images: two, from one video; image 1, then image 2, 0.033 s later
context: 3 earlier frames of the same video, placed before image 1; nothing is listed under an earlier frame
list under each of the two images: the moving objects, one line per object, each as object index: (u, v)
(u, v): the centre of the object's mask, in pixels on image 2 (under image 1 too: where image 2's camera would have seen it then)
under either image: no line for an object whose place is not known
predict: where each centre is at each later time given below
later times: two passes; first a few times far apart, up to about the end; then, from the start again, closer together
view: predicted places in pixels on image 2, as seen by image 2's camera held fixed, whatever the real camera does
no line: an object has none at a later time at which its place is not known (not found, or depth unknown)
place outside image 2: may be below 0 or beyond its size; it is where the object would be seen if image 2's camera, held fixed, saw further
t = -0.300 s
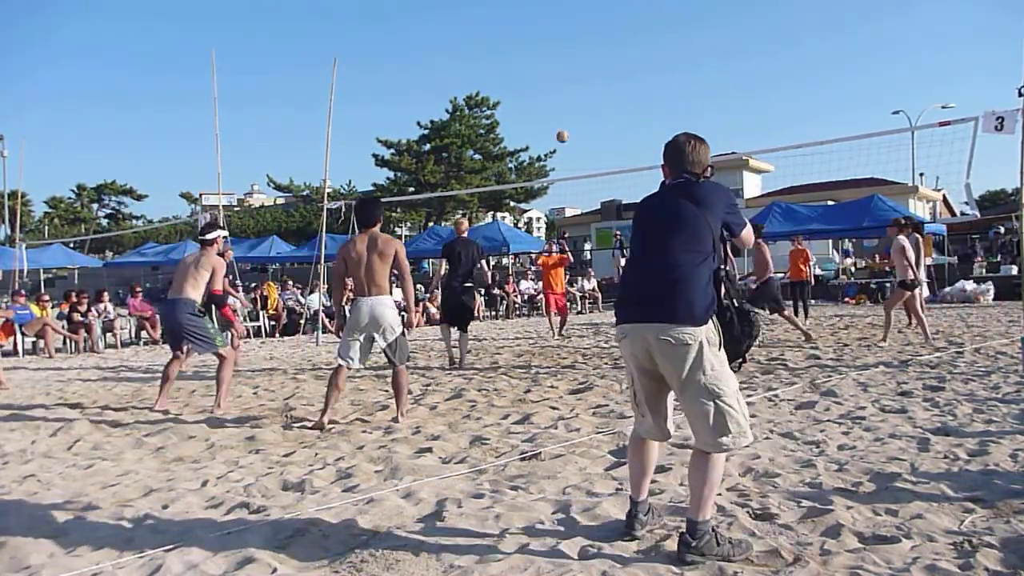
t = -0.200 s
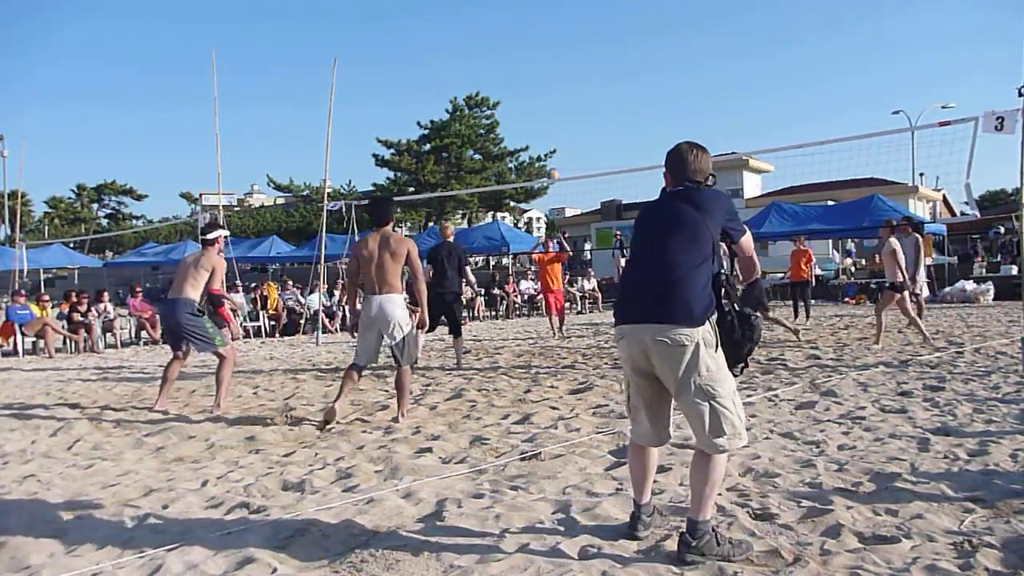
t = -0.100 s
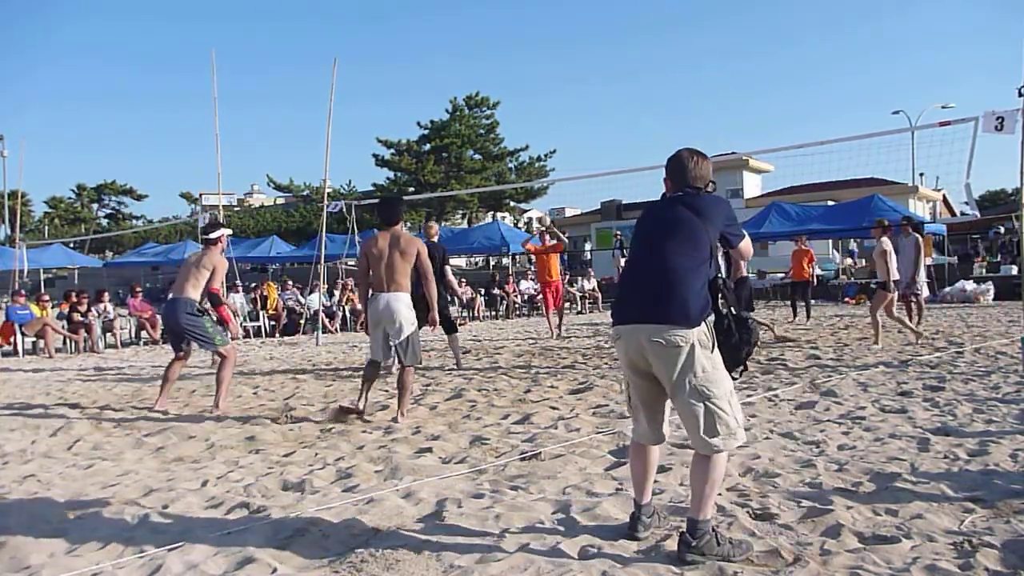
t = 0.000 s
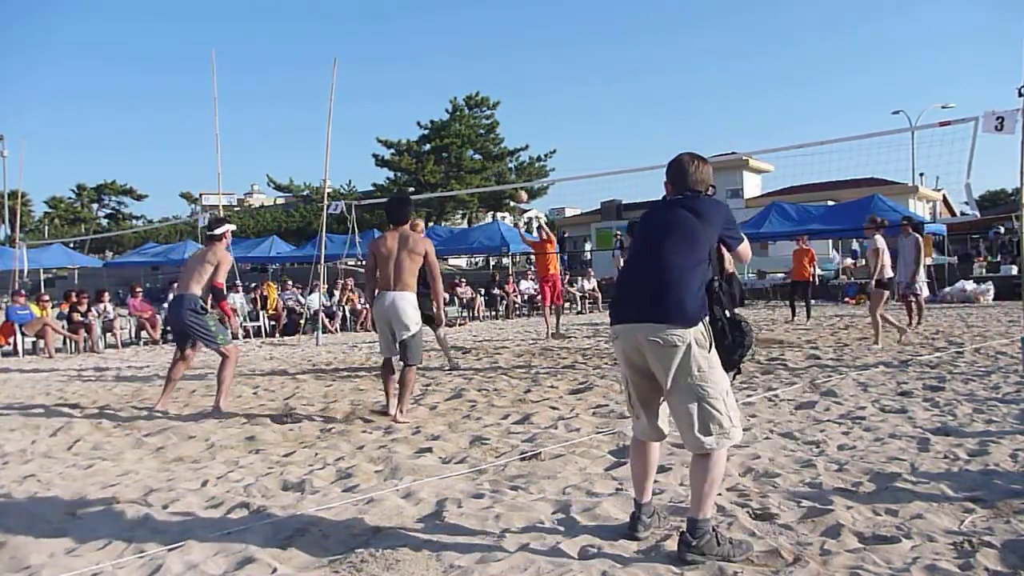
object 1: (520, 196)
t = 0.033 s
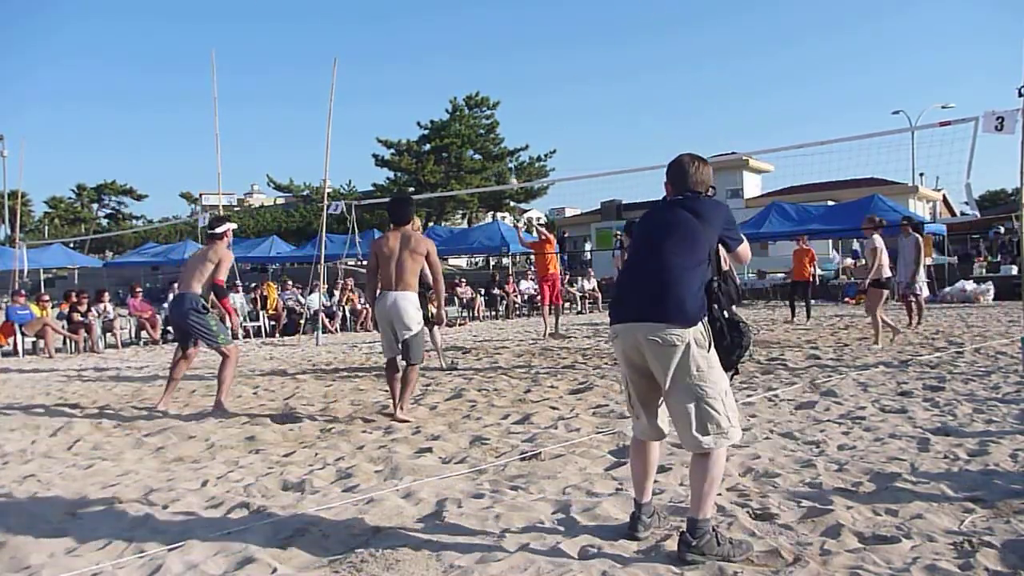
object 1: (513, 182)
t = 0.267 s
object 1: (435, 104)
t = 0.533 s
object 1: (321, 37)
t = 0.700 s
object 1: (225, 16)
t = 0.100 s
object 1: (491, 160)
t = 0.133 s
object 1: (480, 147)
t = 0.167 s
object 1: (470, 136)
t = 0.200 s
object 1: (459, 125)
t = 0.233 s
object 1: (448, 115)
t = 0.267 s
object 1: (435, 104)
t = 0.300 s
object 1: (423, 94)
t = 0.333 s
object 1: (410, 84)
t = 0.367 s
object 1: (397, 75)
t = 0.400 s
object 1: (383, 67)
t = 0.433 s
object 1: (369, 59)
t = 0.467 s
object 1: (353, 51)
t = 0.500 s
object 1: (338, 44)
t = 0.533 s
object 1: (321, 37)
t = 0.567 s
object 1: (304, 31)
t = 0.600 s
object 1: (286, 26)
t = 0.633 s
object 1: (267, 22)
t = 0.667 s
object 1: (246, 19)
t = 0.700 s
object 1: (225, 16)
